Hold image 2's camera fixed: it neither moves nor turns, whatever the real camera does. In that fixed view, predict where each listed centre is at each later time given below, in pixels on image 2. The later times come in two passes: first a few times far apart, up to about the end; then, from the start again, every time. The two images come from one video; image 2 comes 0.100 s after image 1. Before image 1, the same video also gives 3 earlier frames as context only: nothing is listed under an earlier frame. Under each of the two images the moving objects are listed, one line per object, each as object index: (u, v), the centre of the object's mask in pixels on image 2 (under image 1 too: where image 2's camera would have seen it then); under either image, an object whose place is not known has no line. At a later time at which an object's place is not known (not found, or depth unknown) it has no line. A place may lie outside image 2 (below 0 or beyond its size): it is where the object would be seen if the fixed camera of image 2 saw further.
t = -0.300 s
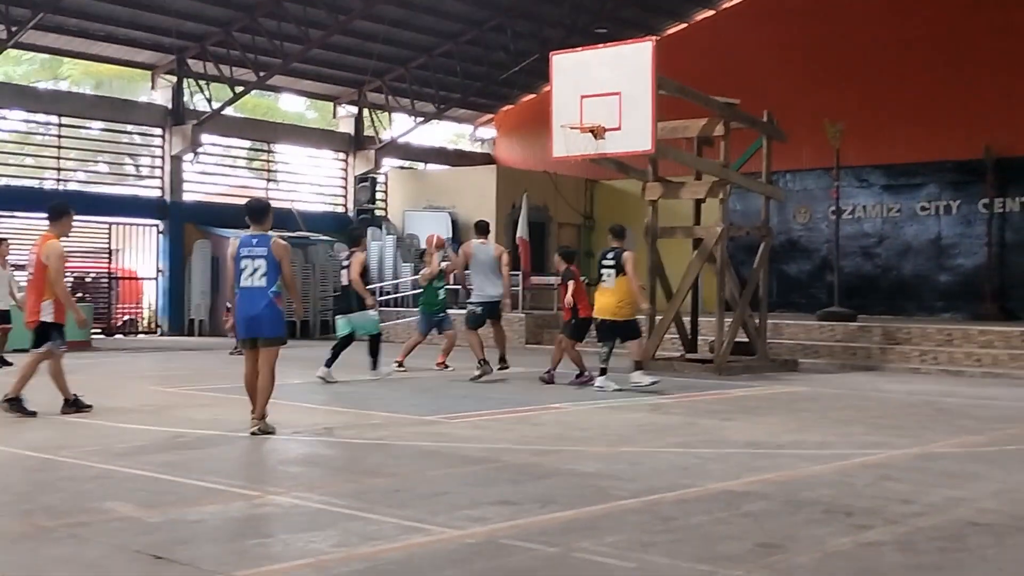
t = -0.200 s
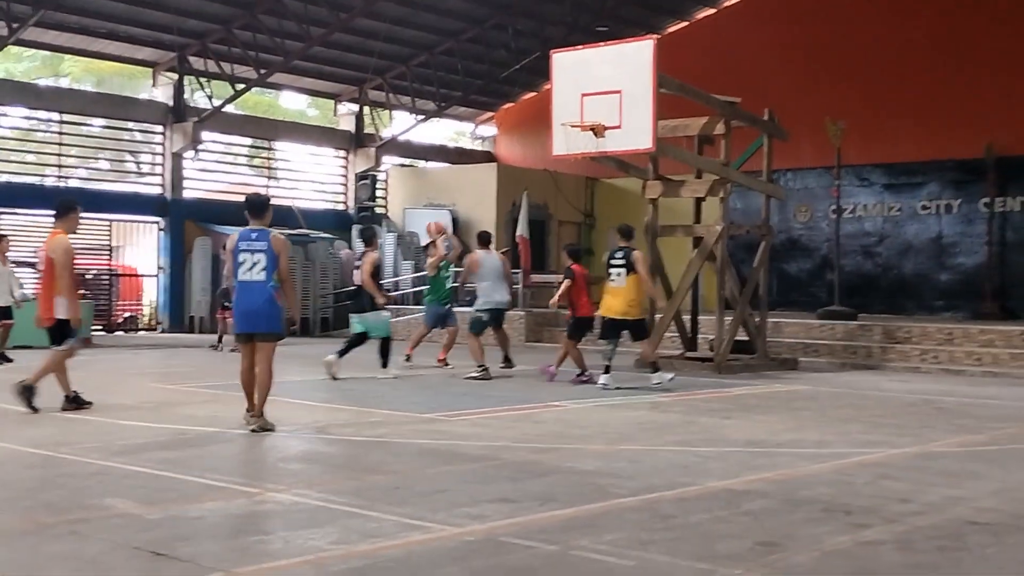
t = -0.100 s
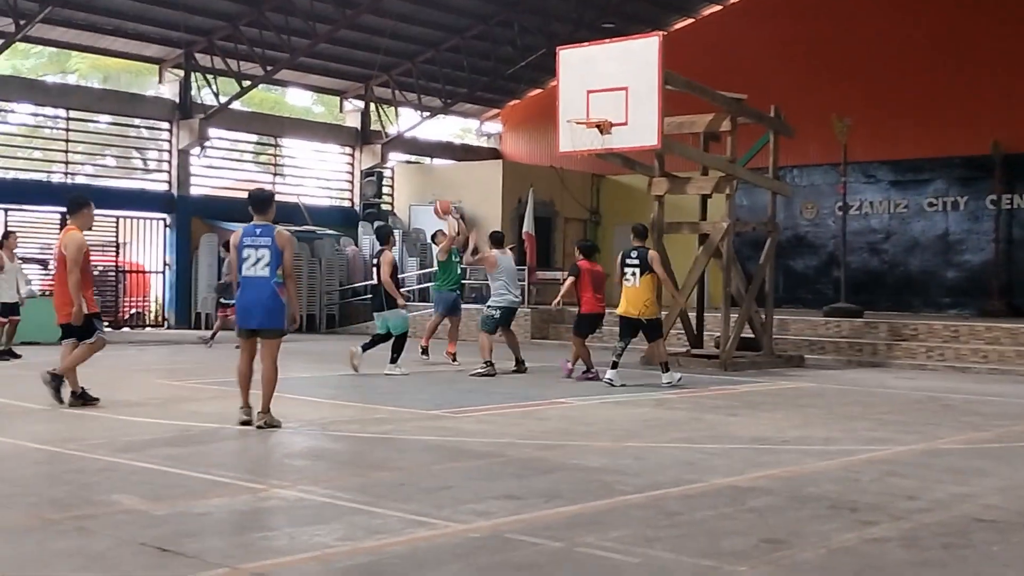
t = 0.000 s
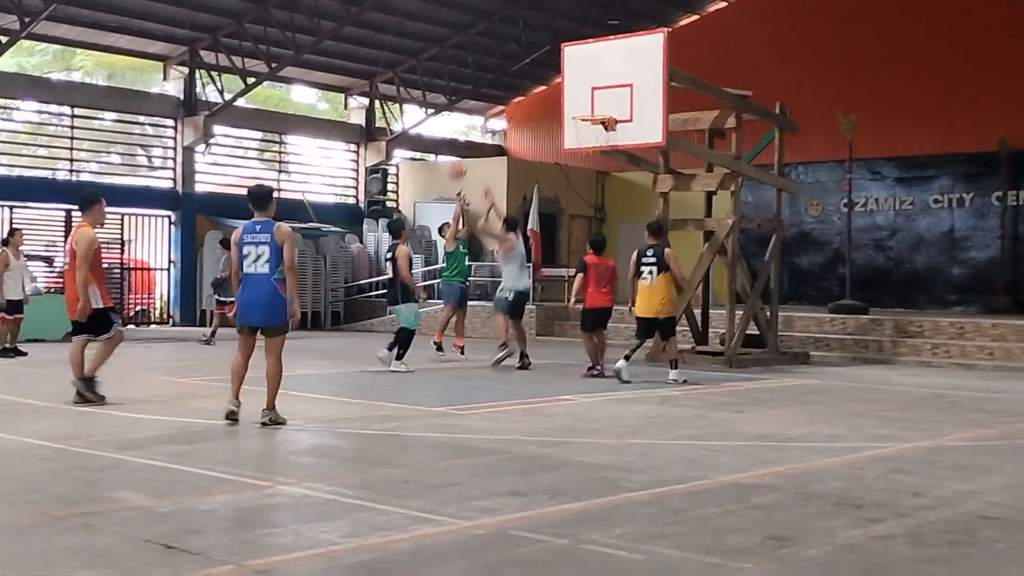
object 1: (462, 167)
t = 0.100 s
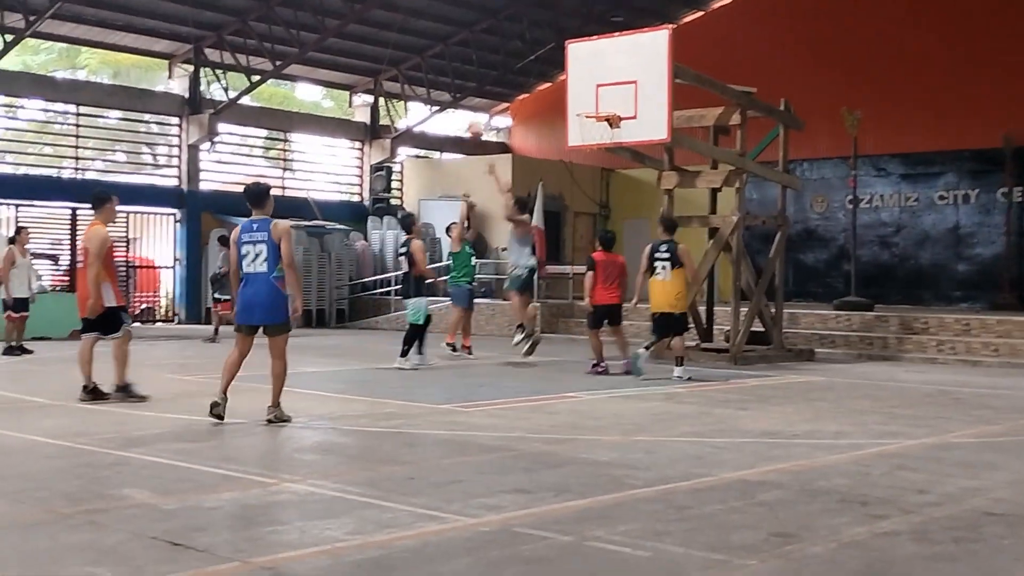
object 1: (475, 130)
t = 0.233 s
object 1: (494, 92)
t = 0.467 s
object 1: (526, 61)
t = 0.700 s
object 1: (557, 70)
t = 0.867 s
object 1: (581, 103)
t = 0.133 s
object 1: (481, 119)
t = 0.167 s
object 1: (485, 108)
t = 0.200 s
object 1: (489, 101)
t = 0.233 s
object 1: (494, 92)
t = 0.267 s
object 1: (499, 85)
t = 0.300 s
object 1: (503, 80)
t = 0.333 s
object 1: (507, 74)
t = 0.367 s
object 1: (512, 69)
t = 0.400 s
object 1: (517, 66)
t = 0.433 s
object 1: (521, 63)
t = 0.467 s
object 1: (526, 61)
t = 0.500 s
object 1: (531, 59)
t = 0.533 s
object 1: (536, 59)
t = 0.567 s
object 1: (541, 59)
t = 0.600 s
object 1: (545, 61)
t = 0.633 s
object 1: (550, 64)
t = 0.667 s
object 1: (554, 66)
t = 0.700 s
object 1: (557, 70)
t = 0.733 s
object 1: (561, 74)
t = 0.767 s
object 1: (566, 81)
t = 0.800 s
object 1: (573, 89)
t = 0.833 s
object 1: (577, 98)
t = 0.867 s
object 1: (581, 103)
